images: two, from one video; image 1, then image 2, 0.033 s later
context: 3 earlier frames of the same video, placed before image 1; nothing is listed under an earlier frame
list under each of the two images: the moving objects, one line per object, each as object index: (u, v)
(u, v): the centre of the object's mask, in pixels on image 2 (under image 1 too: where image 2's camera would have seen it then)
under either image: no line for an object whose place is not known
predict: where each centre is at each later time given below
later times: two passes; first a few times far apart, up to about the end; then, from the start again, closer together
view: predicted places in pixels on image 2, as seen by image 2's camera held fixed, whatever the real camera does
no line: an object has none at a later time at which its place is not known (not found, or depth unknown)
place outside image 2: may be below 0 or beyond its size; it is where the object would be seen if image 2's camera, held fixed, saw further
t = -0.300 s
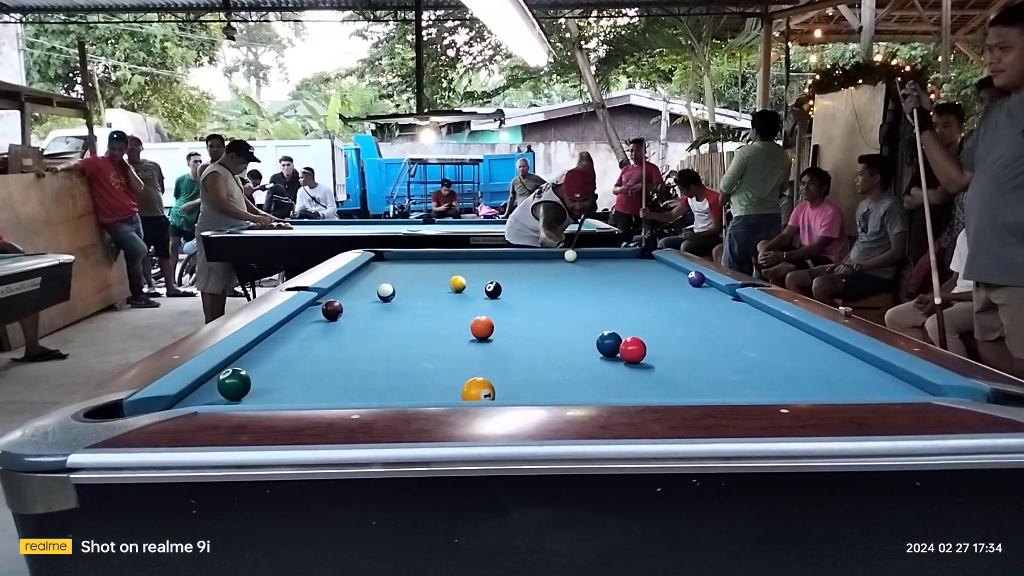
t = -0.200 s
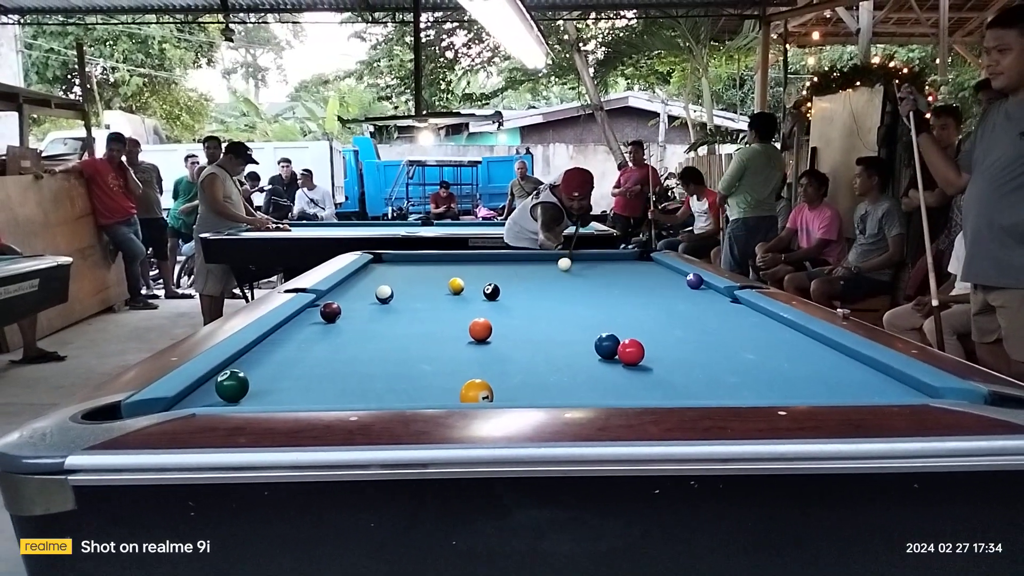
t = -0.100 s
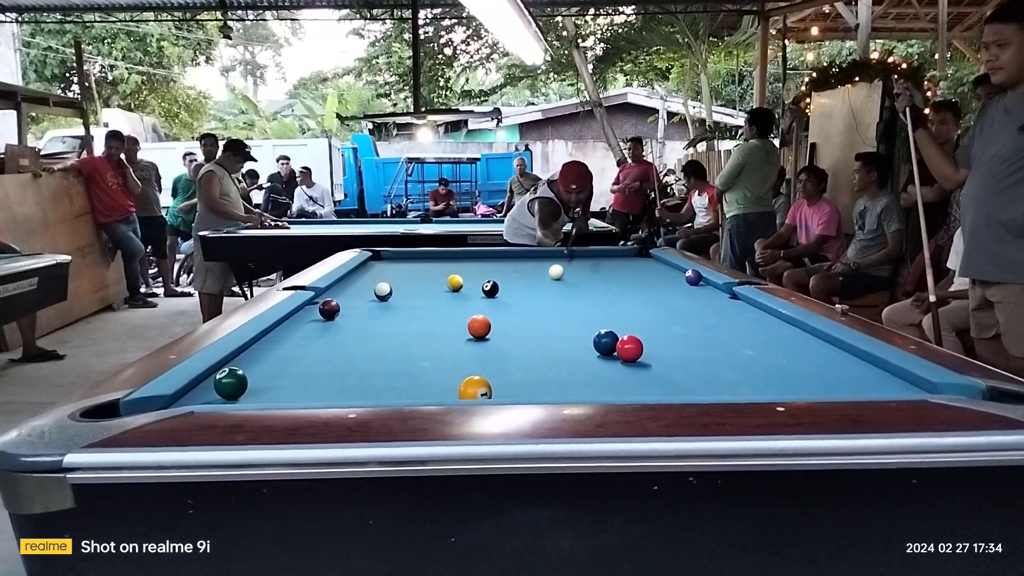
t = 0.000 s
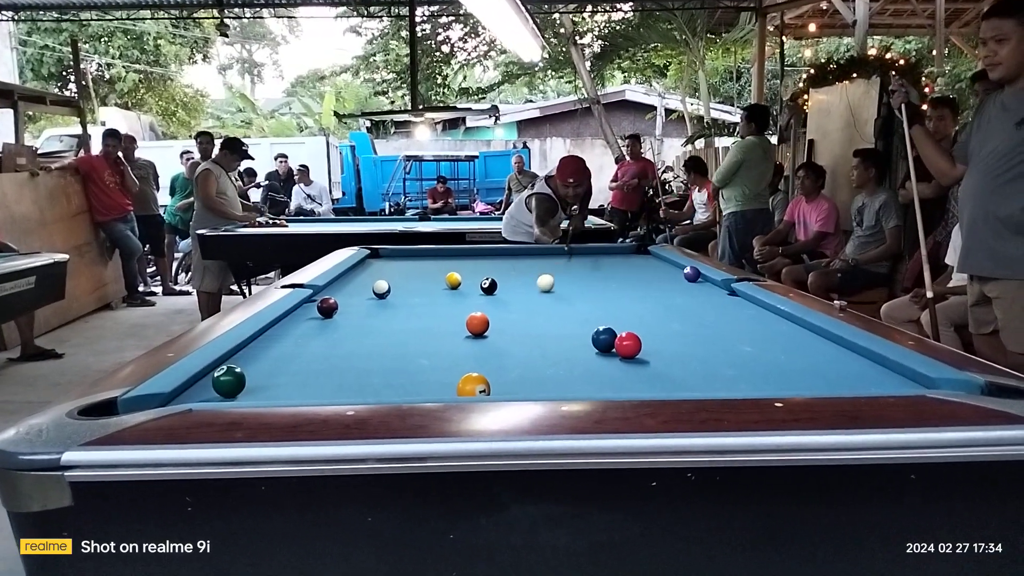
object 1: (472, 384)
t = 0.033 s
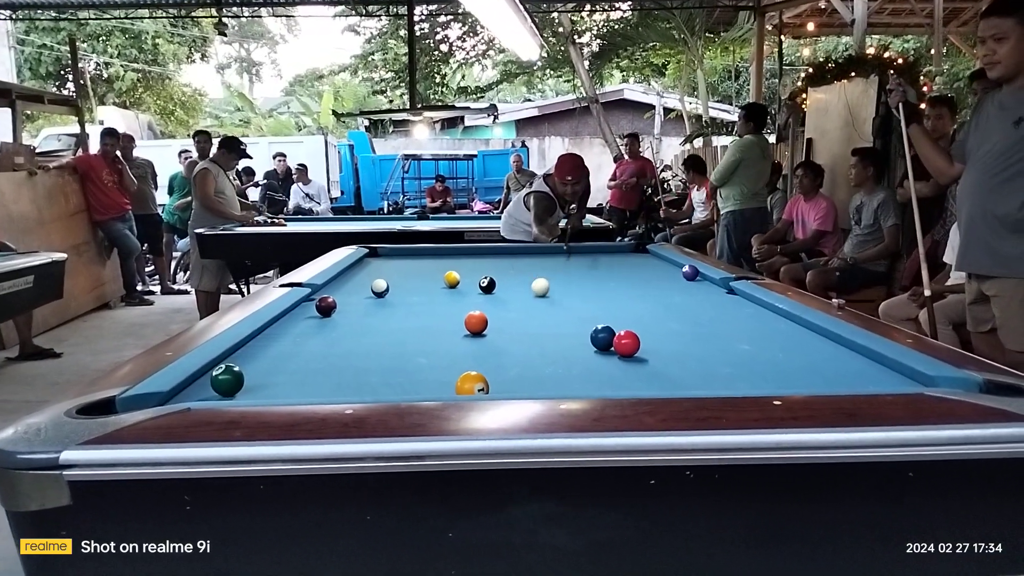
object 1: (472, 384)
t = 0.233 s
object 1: (472, 384)
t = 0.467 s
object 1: (449, 366)
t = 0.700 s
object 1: (433, 326)
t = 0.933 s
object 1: (423, 300)
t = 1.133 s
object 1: (417, 284)
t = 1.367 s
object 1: (412, 270)
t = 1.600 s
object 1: (407, 260)
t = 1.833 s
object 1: (404, 252)
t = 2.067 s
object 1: (399, 254)
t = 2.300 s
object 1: (394, 258)
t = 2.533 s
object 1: (389, 262)
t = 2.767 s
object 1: (383, 267)
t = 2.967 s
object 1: (377, 272)
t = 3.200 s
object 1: (369, 277)
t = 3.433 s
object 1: (363, 283)
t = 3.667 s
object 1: (355, 289)
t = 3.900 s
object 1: (346, 296)
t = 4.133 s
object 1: (340, 303)
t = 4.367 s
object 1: (349, 306)
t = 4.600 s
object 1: (358, 308)
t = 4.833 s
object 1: (367, 310)
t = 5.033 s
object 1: (375, 312)
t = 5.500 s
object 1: (392, 316)
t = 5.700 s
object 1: (399, 318)
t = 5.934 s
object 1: (406, 319)
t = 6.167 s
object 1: (412, 320)
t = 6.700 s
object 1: (422, 322)
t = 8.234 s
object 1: (423, 324)
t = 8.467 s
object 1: (419, 324)
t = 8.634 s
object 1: (424, 324)
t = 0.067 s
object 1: (472, 384)
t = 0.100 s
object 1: (472, 384)
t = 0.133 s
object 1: (472, 384)
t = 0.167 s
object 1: (472, 384)
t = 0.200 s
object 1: (472, 384)
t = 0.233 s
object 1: (472, 384)
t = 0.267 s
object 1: (472, 384)
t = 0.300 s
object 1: (472, 384)
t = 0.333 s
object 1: (471, 384)
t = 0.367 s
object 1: (459, 386)
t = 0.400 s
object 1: (455, 381)
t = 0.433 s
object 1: (452, 374)
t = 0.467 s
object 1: (449, 366)
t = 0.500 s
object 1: (446, 358)
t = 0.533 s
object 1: (443, 352)
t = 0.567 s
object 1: (441, 346)
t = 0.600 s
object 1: (439, 341)
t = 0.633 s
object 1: (437, 335)
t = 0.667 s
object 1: (435, 330)
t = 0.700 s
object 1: (433, 326)
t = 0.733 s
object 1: (431, 322)
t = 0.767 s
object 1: (430, 318)
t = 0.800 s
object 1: (428, 314)
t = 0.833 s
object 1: (427, 310)
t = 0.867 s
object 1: (426, 307)
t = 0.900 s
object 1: (424, 303)
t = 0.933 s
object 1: (423, 300)
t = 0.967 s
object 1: (422, 297)
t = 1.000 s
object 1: (421, 294)
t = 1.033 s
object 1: (420, 292)
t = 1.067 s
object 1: (419, 289)
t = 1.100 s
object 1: (418, 287)
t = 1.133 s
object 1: (417, 284)
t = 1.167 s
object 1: (416, 282)
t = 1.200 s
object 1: (415, 280)
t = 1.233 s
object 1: (414, 278)
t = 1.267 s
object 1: (414, 276)
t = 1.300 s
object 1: (413, 274)
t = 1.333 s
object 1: (412, 272)
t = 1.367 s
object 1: (412, 270)
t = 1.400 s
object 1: (411, 269)
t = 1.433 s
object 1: (410, 267)
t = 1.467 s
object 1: (410, 265)
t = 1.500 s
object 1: (409, 264)
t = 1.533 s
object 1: (408, 262)
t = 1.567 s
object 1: (408, 261)
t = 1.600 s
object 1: (407, 260)
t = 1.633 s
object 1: (407, 258)
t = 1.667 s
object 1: (406, 257)
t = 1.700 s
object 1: (406, 256)
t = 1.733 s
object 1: (405, 255)
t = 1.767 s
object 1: (405, 254)
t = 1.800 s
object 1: (404, 253)
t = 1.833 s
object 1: (404, 252)
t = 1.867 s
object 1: (403, 251)
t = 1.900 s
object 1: (403, 251)
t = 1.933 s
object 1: (402, 252)
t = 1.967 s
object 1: (401, 252)
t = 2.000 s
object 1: (400, 252)
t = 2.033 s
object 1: (400, 253)
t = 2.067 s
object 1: (399, 254)
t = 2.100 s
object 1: (399, 254)
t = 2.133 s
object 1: (398, 255)
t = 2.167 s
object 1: (397, 256)
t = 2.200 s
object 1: (396, 256)
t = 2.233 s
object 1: (395, 257)
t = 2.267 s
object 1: (395, 258)
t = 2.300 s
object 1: (394, 258)
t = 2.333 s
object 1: (393, 259)
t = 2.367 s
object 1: (393, 260)
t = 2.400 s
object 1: (392, 260)
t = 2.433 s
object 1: (391, 261)
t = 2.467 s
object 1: (390, 262)
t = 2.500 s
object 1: (390, 262)
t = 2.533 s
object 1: (389, 262)
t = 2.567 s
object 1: (388, 263)
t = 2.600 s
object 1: (387, 264)
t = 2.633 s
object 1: (386, 265)
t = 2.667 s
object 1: (385, 265)
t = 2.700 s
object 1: (384, 266)
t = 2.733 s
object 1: (384, 267)
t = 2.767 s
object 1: (383, 267)
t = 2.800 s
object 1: (382, 268)
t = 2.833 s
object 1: (381, 269)
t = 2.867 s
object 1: (380, 270)
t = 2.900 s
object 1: (379, 270)
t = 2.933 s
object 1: (378, 271)
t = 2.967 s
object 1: (377, 272)
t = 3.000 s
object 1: (376, 272)
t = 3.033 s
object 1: (375, 273)
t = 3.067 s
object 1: (374, 273)
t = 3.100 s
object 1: (373, 274)
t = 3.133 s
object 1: (372, 275)
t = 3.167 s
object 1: (371, 275)
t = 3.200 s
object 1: (369, 277)
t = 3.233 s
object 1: (368, 277)
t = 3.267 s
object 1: (367, 278)
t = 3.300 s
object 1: (366, 279)
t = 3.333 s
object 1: (365, 280)
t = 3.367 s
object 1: (364, 281)
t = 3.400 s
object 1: (364, 282)
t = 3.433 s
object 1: (363, 283)
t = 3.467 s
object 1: (362, 284)
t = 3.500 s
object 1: (360, 285)
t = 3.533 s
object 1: (359, 286)
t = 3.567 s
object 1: (358, 287)
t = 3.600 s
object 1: (357, 288)
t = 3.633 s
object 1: (355, 288)
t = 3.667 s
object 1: (355, 289)
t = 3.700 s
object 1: (353, 290)
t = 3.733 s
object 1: (352, 291)
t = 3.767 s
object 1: (351, 292)
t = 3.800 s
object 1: (350, 293)
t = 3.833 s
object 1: (349, 294)
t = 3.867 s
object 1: (347, 295)
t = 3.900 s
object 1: (346, 296)
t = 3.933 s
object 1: (345, 297)
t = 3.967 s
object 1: (344, 298)
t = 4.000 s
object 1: (343, 299)
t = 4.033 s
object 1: (342, 300)
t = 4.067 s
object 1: (341, 301)
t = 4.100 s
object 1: (341, 302)
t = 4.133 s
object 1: (340, 303)
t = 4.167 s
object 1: (341, 303)
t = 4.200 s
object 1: (342, 304)
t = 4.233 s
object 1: (343, 304)
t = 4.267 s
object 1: (345, 305)
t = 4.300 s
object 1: (346, 305)
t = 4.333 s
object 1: (347, 305)
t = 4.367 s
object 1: (349, 306)
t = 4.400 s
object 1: (350, 306)
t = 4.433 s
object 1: (351, 306)
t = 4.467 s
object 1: (352, 307)
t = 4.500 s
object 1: (354, 307)
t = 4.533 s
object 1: (355, 307)
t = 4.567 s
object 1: (356, 308)
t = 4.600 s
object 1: (358, 308)
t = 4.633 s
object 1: (359, 308)
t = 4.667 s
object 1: (360, 309)
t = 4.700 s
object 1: (362, 309)
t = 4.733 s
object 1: (363, 309)
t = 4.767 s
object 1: (364, 310)
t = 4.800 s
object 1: (366, 310)
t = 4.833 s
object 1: (367, 310)
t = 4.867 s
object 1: (368, 311)
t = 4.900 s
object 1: (370, 311)
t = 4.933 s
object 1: (371, 311)
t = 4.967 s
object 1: (370, 312)
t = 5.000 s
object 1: (374, 312)
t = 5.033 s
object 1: (375, 312)
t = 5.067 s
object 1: (376, 313)
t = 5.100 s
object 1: (377, 313)
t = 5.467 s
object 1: (391, 316)
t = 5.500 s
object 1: (392, 316)
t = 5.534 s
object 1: (393, 316)
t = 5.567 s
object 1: (395, 316)
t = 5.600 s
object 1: (396, 317)
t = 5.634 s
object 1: (397, 317)
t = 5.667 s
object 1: (398, 317)
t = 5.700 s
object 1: (399, 318)
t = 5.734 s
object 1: (400, 318)
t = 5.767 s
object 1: (401, 318)
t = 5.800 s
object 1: (402, 318)
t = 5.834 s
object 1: (404, 319)
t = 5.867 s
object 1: (404, 319)
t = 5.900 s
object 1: (405, 319)
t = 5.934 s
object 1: (406, 319)
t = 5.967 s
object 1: (407, 319)
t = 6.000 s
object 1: (408, 320)
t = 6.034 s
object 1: (409, 320)
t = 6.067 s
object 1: (410, 320)
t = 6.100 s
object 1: (411, 320)
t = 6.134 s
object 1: (411, 320)
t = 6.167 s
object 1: (412, 320)
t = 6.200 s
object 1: (413, 321)
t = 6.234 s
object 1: (414, 321)
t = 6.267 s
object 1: (414, 321)
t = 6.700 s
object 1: (422, 322)
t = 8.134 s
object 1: (423, 324)
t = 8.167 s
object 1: (422, 324)
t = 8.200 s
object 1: (422, 324)
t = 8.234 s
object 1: (423, 324)
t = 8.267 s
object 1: (422, 324)
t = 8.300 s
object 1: (421, 324)
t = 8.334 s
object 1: (420, 324)
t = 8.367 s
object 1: (420, 324)
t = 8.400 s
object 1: (419, 324)
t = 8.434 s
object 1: (419, 324)
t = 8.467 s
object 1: (419, 324)
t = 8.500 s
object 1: (419, 324)
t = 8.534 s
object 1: (419, 324)
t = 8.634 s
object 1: (424, 324)
